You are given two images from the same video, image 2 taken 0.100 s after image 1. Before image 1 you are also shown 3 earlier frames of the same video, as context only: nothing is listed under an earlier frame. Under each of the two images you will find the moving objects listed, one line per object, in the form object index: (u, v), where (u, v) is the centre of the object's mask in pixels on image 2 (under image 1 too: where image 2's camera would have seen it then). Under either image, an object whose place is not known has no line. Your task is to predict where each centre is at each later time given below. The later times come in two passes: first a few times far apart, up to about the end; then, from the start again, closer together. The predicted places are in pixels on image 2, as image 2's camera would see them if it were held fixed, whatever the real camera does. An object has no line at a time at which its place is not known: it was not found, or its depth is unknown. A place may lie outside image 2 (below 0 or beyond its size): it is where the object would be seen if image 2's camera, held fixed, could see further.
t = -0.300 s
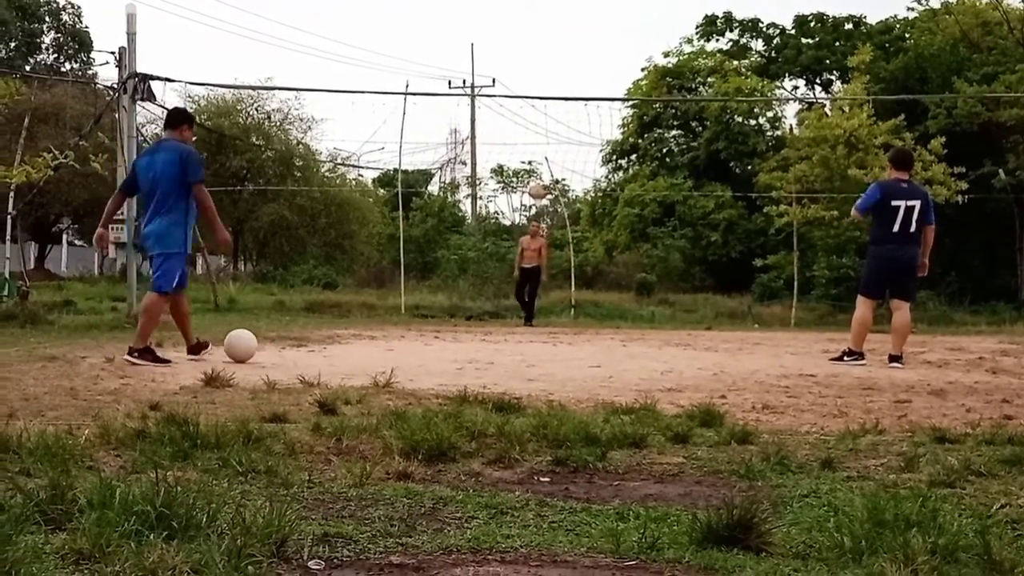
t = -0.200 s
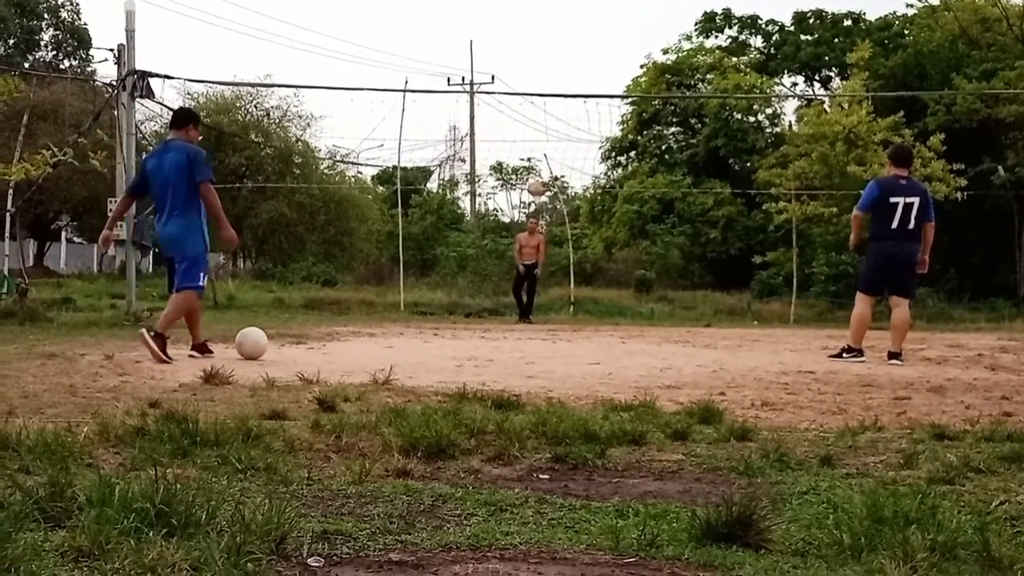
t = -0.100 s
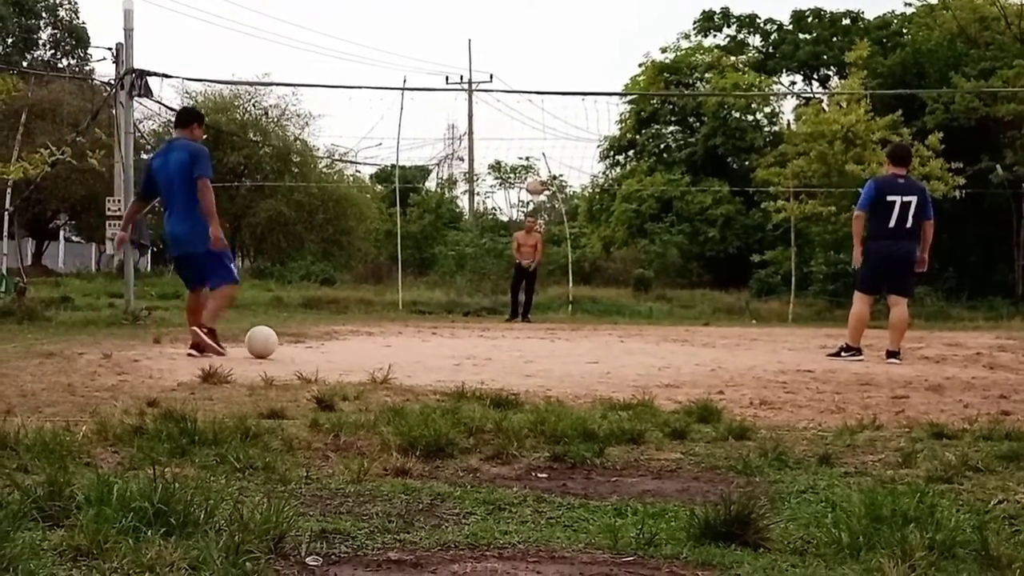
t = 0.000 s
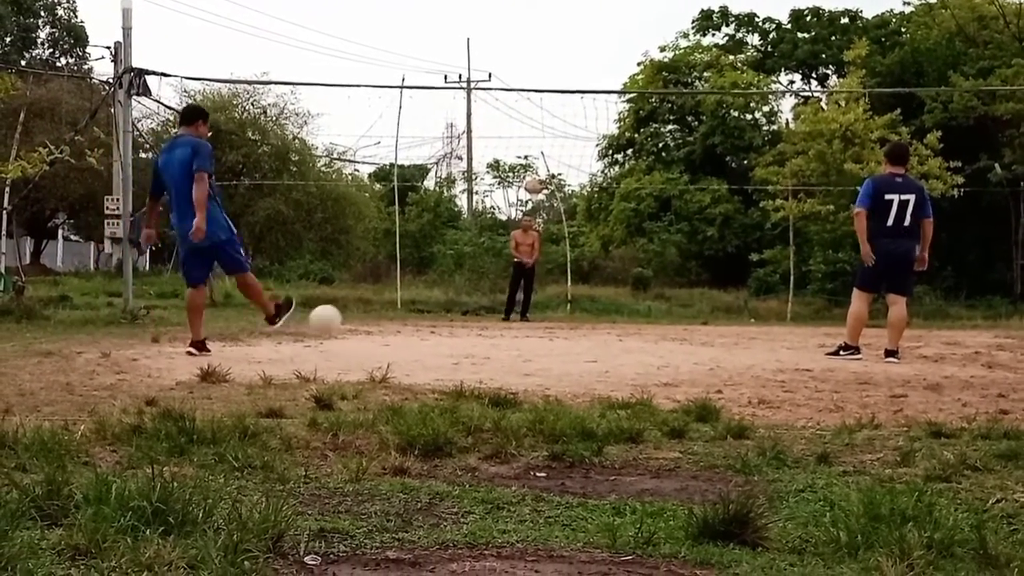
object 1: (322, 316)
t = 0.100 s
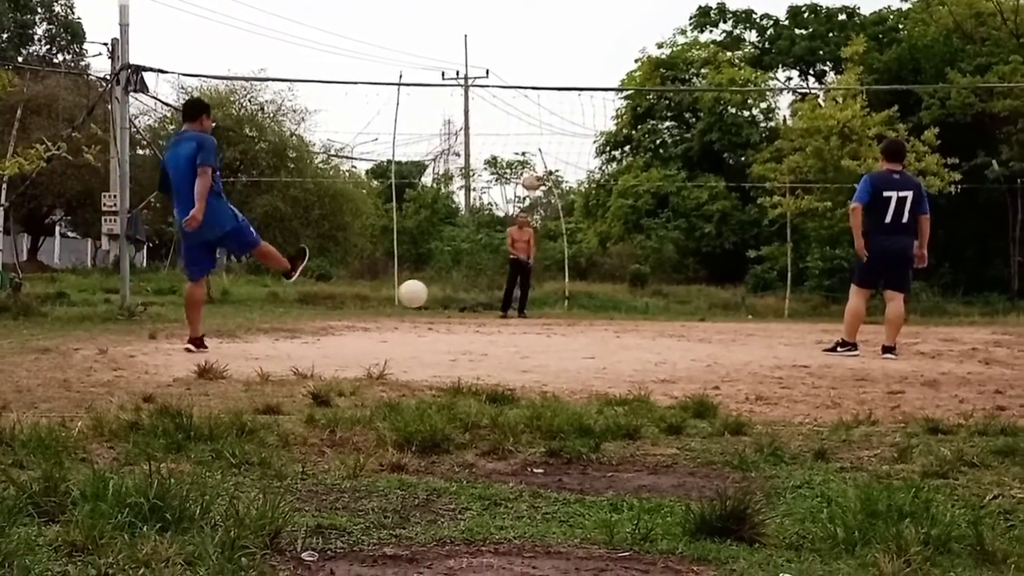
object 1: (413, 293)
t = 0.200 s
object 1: (486, 286)
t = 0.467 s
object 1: (612, 307)
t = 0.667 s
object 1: (671, 299)
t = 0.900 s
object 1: (716, 292)
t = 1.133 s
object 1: (752, 314)
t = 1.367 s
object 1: (778, 312)
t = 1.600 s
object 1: (800, 293)
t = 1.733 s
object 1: (812, 290)
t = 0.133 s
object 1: (439, 289)
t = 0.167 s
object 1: (463, 287)
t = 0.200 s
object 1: (486, 286)
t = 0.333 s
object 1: (547, 290)
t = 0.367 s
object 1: (565, 292)
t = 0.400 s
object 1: (582, 296)
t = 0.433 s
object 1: (597, 301)
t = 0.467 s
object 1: (612, 307)
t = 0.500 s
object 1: (625, 313)
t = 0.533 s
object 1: (637, 321)
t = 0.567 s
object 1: (648, 320)
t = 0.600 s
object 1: (655, 312)
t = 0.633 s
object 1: (663, 305)
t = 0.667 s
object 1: (671, 299)
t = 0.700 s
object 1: (678, 295)
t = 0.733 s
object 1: (685, 292)
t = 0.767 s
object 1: (692, 290)
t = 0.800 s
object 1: (698, 289)
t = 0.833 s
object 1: (704, 289)
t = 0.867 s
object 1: (711, 290)
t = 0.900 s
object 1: (716, 292)
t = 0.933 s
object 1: (722, 296)
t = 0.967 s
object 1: (728, 299)
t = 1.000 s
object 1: (733, 304)
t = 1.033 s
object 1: (738, 309)
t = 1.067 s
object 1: (743, 315)
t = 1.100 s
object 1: (748, 318)
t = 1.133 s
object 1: (752, 314)
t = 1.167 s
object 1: (756, 311)
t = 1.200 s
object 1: (760, 309)
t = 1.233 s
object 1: (764, 308)
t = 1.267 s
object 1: (768, 308)
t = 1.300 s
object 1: (771, 308)
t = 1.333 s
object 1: (774, 309)
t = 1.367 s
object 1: (778, 312)
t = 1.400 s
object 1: (781, 314)
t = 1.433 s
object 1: (784, 316)
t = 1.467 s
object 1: (787, 309)
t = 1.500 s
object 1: (791, 304)
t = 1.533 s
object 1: (794, 300)
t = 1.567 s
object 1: (797, 296)
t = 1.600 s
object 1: (800, 293)
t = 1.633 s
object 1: (804, 291)
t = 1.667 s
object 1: (807, 290)
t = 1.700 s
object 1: (810, 290)
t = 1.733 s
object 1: (812, 290)
